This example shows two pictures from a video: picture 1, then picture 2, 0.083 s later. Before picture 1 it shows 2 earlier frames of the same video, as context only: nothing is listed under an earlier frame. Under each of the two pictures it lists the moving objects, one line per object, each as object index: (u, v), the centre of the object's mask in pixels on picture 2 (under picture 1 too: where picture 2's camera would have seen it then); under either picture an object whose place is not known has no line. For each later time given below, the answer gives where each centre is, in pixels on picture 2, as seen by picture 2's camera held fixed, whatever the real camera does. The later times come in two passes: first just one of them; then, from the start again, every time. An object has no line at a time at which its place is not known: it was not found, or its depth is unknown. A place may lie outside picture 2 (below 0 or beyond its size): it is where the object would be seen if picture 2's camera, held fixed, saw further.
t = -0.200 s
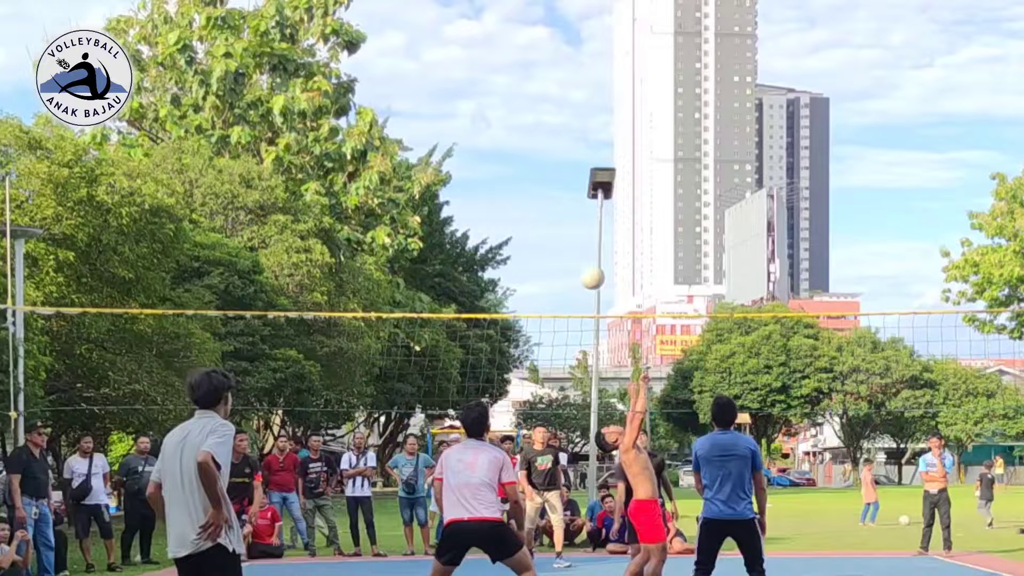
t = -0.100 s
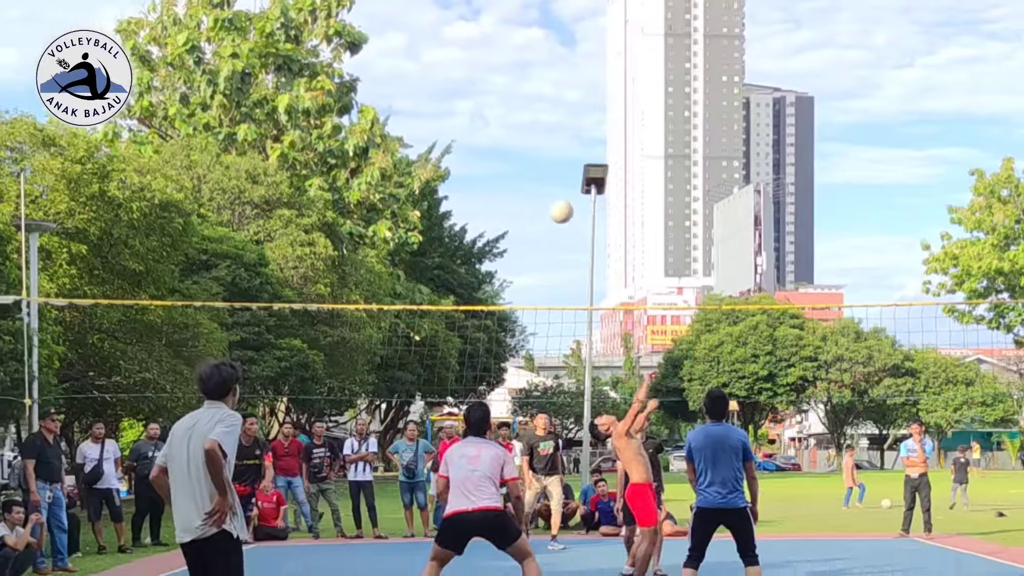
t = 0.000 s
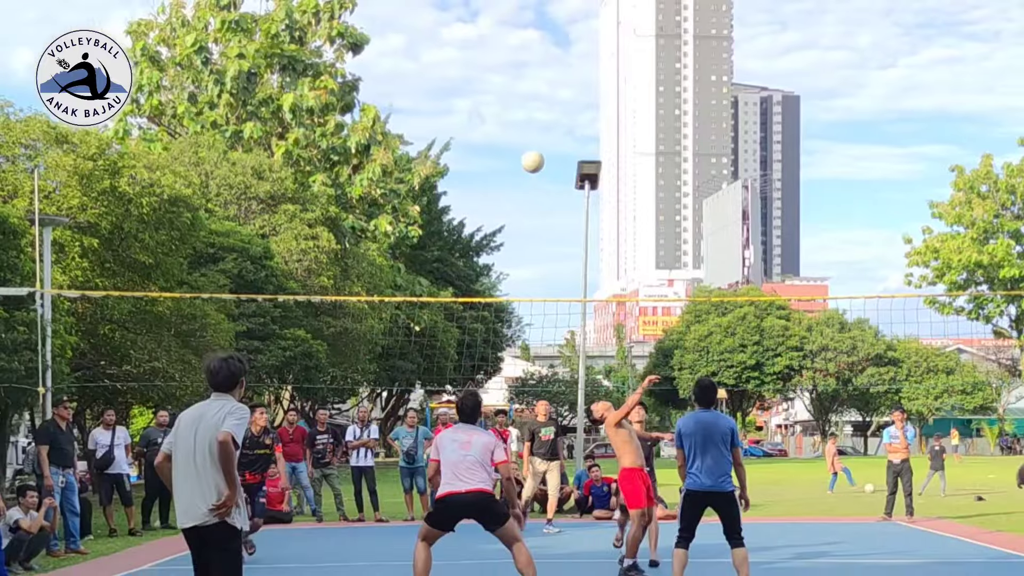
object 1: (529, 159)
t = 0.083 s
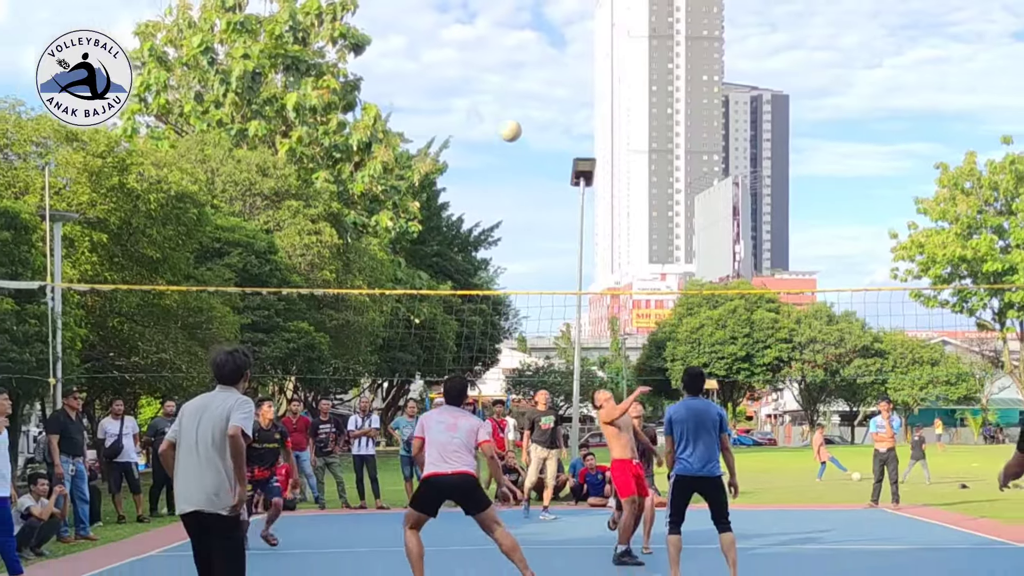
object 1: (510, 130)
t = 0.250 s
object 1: (472, 98)
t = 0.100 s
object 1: (506, 126)
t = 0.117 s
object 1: (503, 122)
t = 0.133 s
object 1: (499, 118)
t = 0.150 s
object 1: (495, 114)
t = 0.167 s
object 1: (491, 109)
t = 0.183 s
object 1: (488, 107)
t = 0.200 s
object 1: (483, 105)
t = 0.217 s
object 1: (480, 102)
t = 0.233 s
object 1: (476, 100)
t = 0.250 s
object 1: (472, 98)
